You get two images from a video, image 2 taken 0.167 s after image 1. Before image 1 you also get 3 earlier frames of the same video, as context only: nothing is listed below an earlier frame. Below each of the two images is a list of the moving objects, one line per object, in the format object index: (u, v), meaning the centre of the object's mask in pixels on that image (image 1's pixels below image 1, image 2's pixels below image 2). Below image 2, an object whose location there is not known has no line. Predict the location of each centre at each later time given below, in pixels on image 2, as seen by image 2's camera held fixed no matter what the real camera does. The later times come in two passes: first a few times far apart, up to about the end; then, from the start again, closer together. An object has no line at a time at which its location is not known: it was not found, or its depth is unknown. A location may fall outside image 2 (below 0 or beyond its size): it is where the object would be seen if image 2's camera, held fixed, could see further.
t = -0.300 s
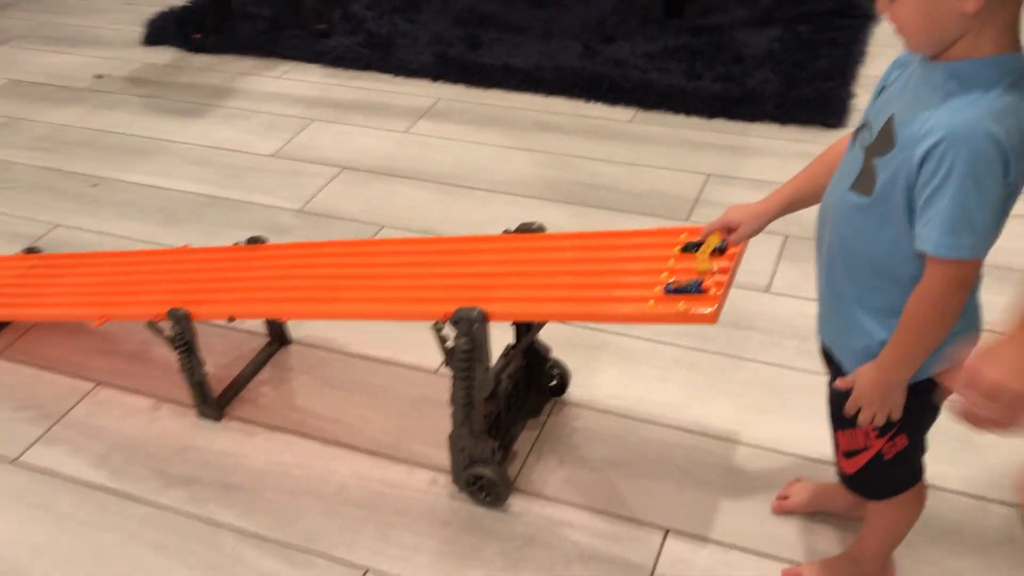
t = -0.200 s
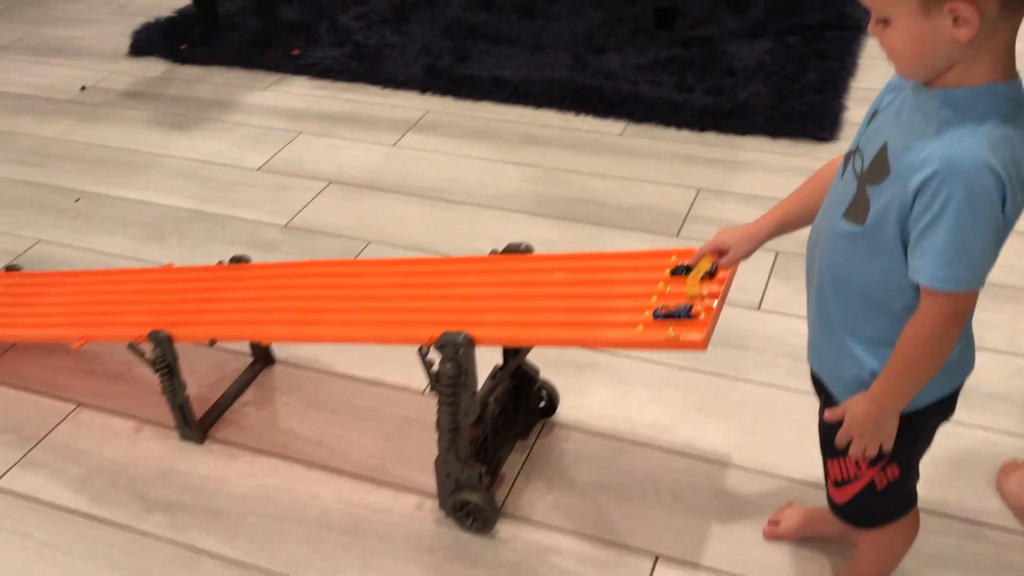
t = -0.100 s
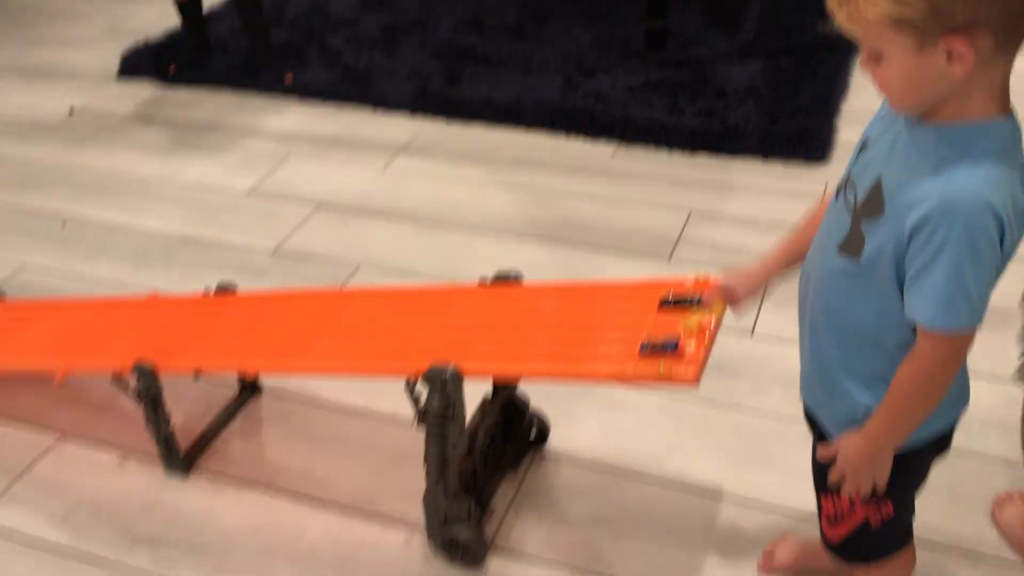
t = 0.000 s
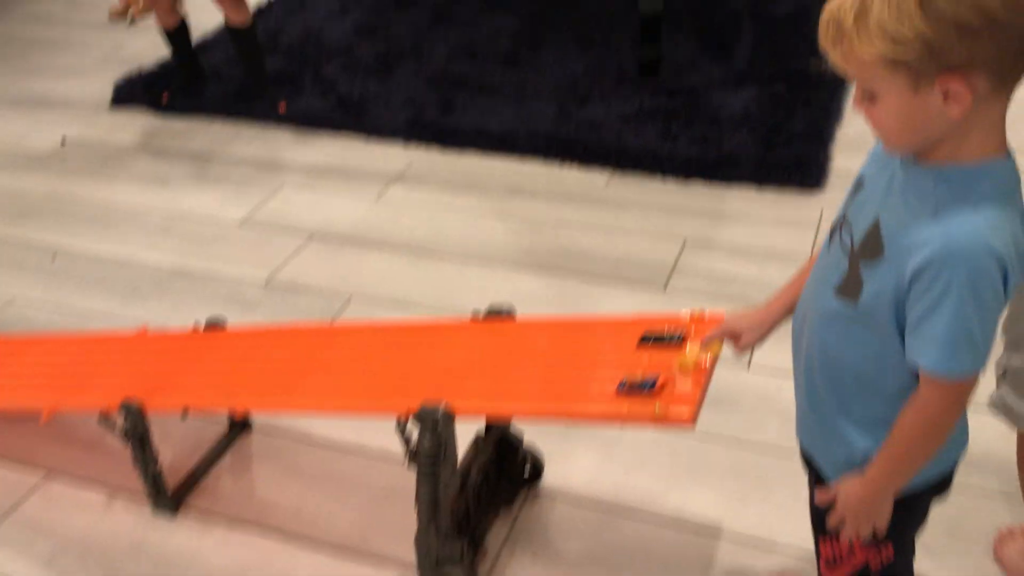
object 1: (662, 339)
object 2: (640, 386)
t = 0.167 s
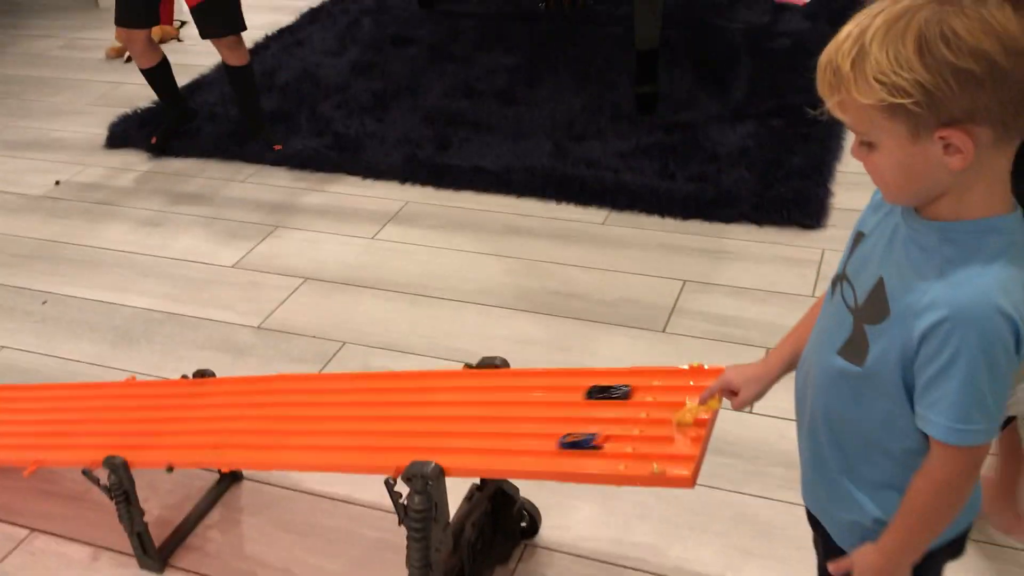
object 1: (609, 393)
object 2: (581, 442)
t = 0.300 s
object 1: (548, 393)
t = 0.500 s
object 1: (430, 394)
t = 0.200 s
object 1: (596, 392)
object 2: (566, 441)
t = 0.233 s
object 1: (581, 393)
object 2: (550, 441)
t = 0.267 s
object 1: (565, 393)
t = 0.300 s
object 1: (548, 393)
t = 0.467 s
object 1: (452, 393)
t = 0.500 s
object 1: (430, 394)
